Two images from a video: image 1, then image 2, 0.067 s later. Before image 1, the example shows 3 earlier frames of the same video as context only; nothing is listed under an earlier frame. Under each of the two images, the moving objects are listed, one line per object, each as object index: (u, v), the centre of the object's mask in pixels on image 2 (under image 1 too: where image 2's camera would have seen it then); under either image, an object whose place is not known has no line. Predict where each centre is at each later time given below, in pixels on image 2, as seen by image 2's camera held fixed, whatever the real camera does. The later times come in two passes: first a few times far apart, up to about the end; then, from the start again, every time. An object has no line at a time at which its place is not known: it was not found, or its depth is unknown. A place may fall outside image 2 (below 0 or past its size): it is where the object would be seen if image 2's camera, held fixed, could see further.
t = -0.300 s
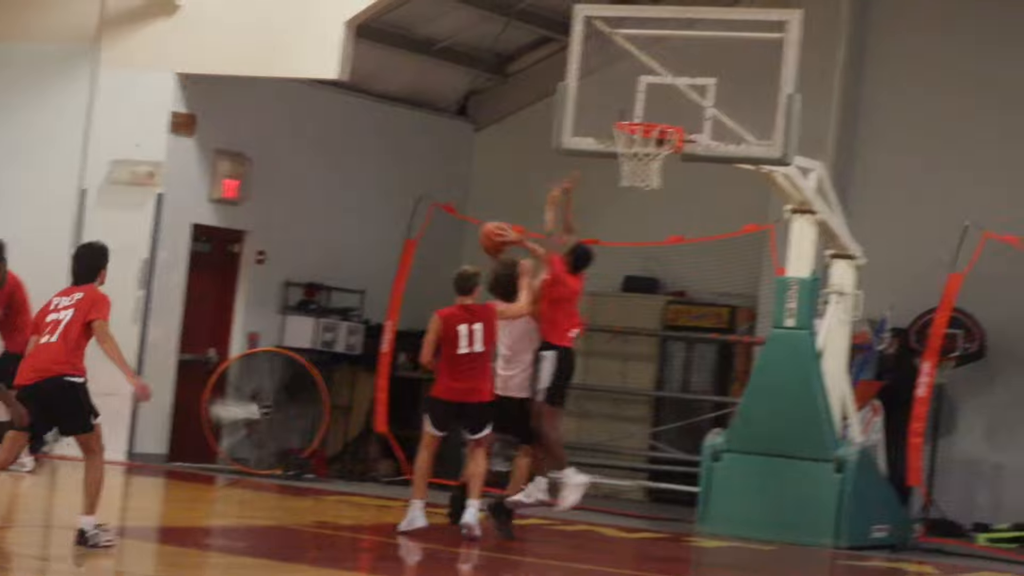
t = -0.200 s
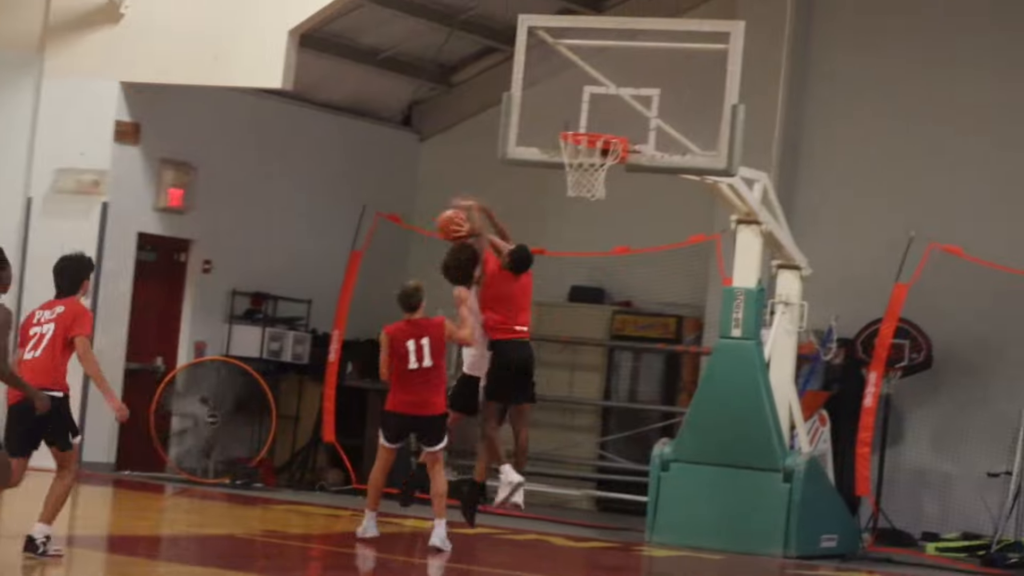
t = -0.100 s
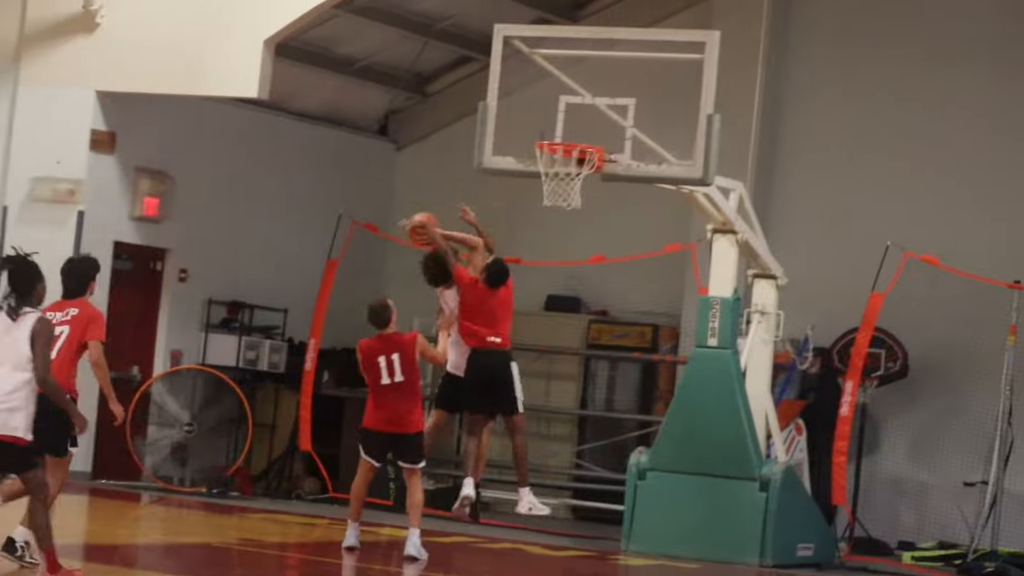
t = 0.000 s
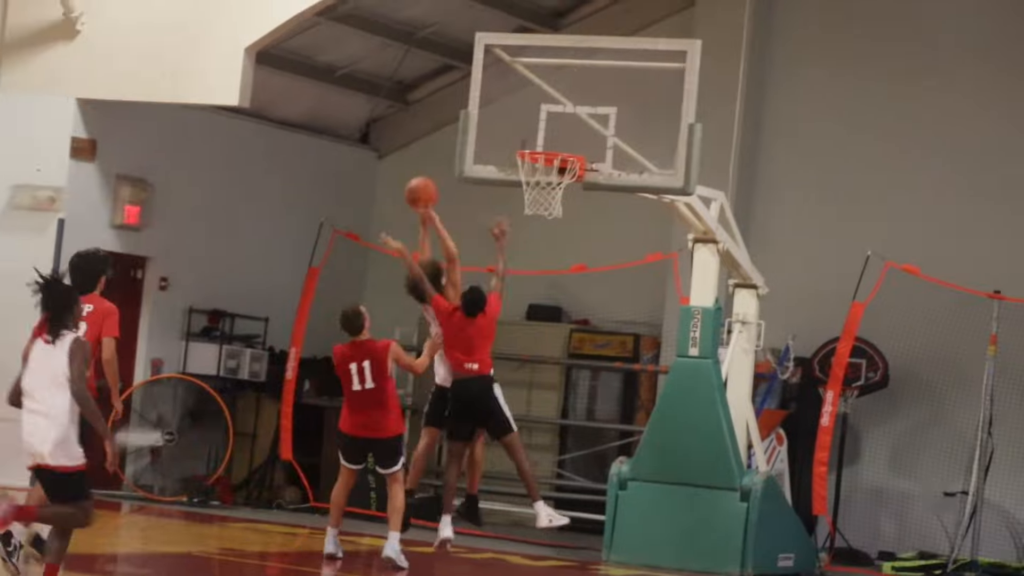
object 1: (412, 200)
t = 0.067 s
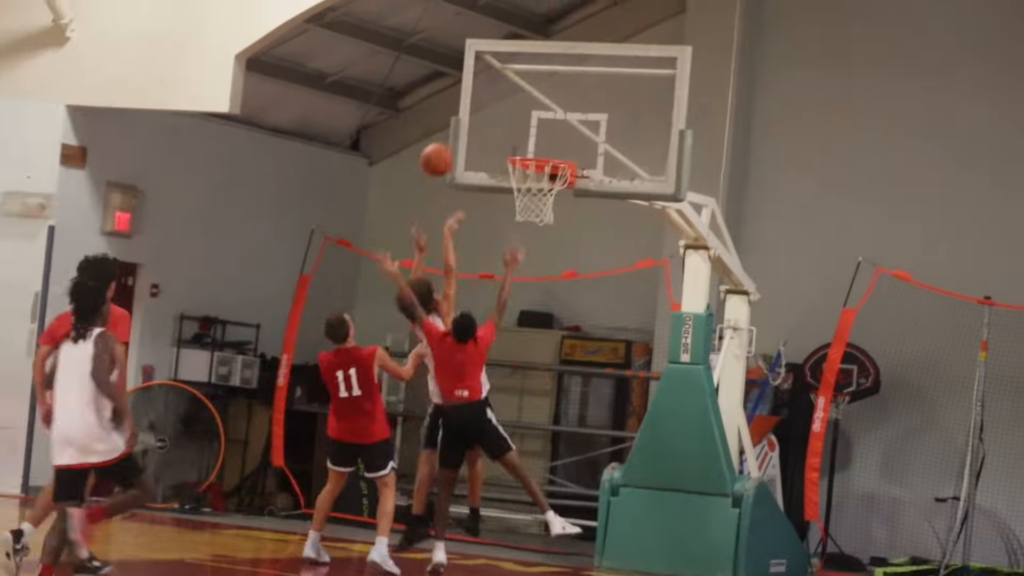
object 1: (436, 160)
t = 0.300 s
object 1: (518, 65)
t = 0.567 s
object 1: (565, 55)
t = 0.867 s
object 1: (571, 170)
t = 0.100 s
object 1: (449, 141)
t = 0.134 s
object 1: (460, 125)
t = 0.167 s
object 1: (473, 110)
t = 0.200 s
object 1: (485, 96)
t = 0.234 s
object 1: (495, 85)
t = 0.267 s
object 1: (506, 74)
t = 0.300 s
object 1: (518, 65)
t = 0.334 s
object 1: (530, 58)
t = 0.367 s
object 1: (540, 50)
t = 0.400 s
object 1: (551, 46)
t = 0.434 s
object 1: (558, 44)
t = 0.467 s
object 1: (559, 45)
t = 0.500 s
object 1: (562, 47)
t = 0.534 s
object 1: (564, 50)
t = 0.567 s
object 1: (565, 55)
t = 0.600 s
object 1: (566, 62)
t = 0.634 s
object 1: (567, 70)
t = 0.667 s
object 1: (569, 80)
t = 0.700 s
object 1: (570, 90)
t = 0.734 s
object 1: (571, 102)
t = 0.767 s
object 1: (572, 117)
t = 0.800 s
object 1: (572, 134)
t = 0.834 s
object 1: (573, 151)
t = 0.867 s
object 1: (571, 170)
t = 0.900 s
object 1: (573, 192)
